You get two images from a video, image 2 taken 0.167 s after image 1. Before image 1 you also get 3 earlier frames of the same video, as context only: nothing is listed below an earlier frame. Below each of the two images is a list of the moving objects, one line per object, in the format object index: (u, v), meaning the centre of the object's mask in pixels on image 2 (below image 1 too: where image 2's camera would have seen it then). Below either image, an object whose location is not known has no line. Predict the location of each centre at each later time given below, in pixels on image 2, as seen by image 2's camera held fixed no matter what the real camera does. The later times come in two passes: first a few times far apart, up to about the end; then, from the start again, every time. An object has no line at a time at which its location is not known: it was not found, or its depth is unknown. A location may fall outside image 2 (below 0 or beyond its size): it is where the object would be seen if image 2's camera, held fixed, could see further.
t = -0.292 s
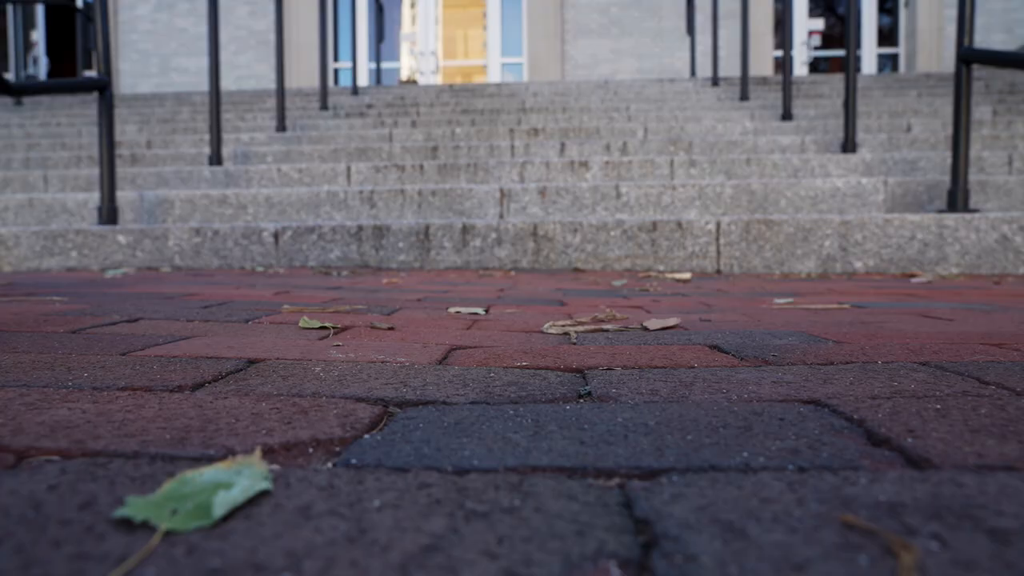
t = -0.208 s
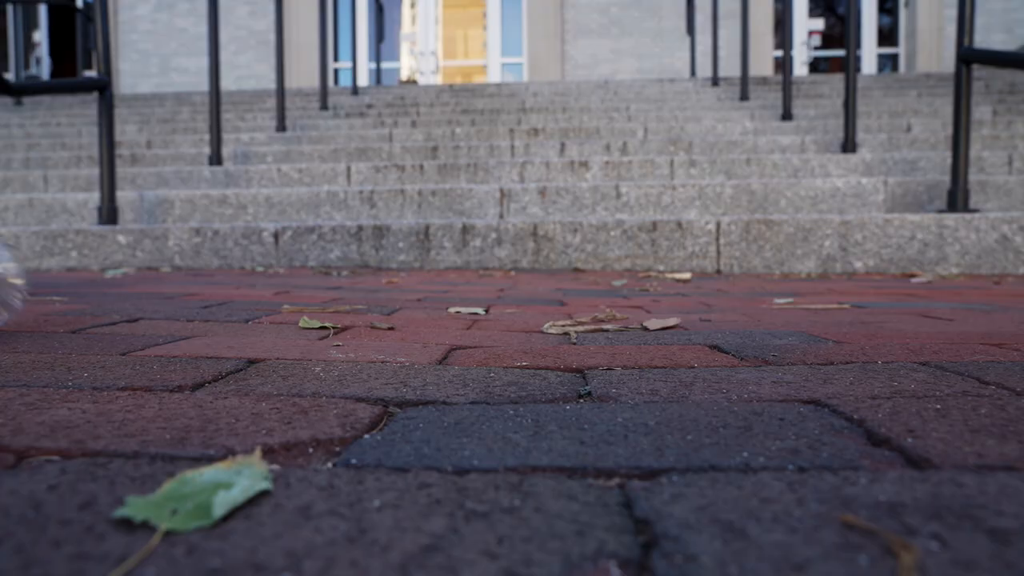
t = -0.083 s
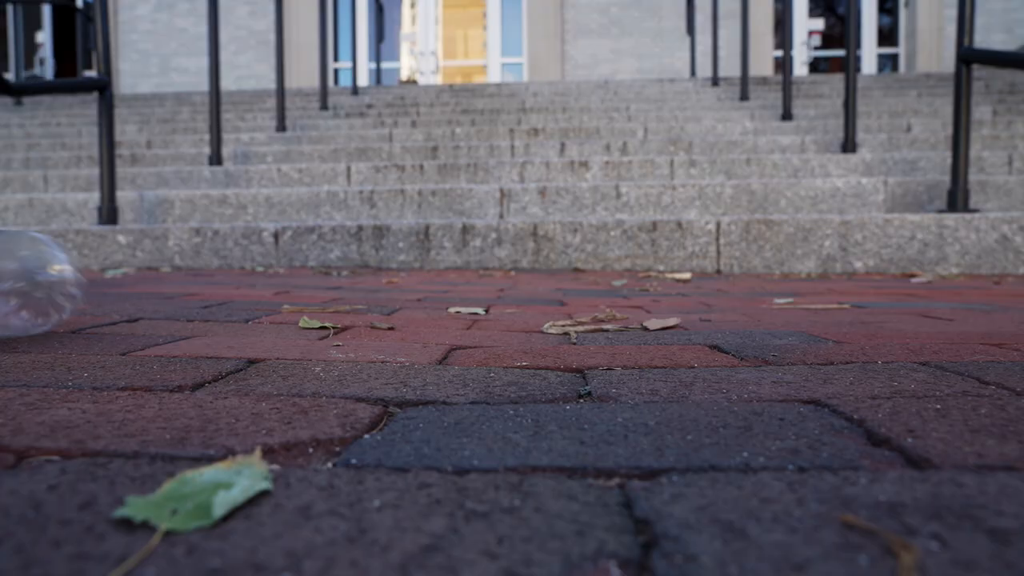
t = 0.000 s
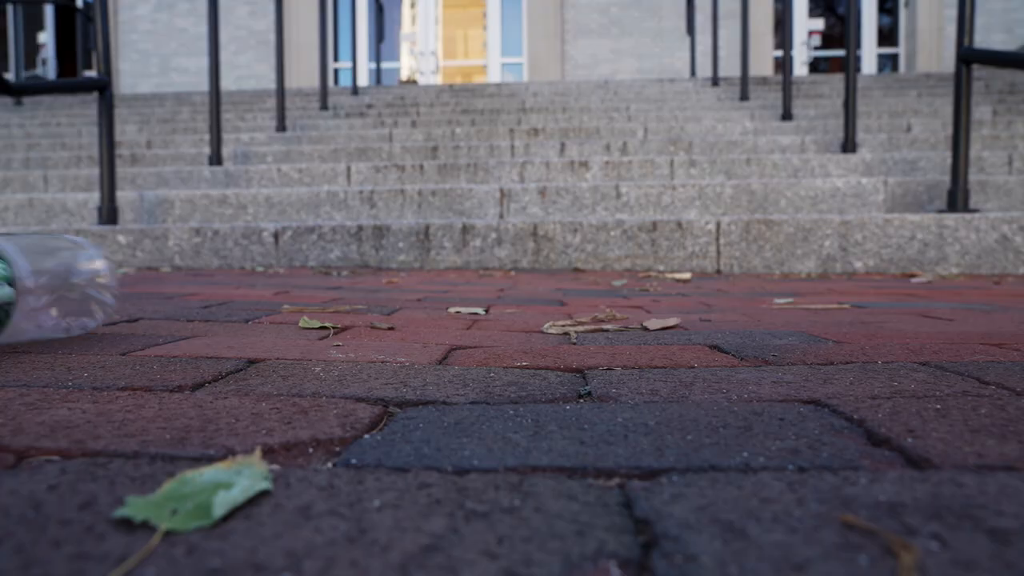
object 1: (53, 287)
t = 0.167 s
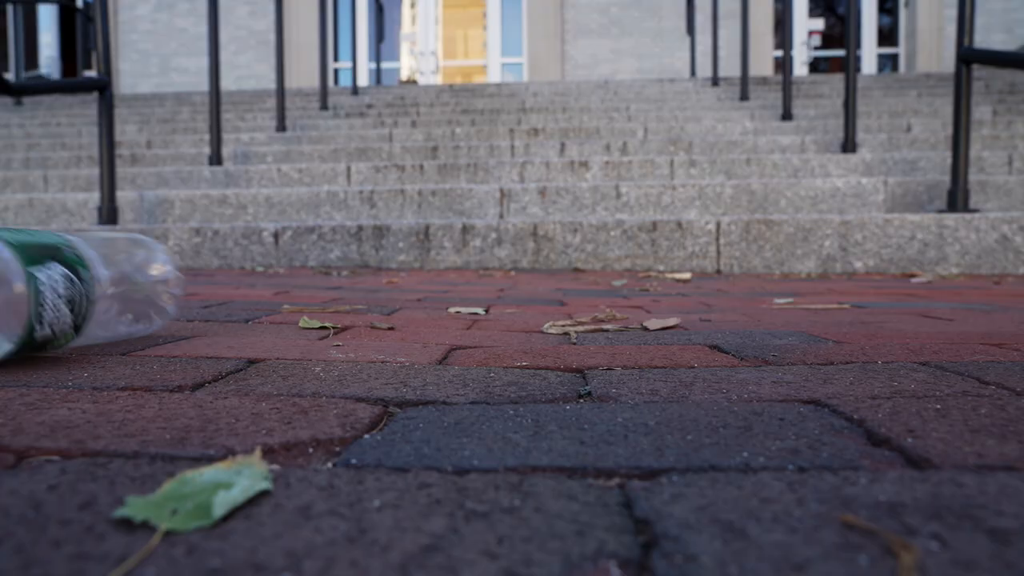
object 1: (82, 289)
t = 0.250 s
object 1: (96, 292)
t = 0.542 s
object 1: (164, 301)
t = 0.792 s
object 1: (275, 309)
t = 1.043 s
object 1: (387, 314)
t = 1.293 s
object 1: (524, 323)
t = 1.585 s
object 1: (695, 322)
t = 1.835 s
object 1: (806, 319)
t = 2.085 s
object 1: (883, 316)
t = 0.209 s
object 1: (89, 291)
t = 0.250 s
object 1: (96, 292)
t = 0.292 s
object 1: (103, 294)
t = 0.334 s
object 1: (109, 296)
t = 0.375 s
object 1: (116, 298)
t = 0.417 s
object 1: (125, 299)
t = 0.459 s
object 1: (136, 299)
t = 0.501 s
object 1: (150, 300)
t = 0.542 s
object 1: (164, 301)
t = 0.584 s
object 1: (183, 300)
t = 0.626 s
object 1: (203, 300)
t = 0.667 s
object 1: (221, 305)
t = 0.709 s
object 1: (240, 305)
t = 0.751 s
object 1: (257, 305)
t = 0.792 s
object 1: (275, 309)
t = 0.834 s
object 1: (292, 309)
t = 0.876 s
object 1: (311, 310)
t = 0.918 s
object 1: (329, 311)
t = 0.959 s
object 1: (347, 311)
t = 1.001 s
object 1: (367, 312)
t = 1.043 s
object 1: (387, 314)
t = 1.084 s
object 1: (409, 317)
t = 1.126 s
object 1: (431, 318)
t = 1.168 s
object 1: (453, 319)
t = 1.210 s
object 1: (476, 321)
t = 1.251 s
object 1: (499, 322)
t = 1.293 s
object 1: (524, 323)
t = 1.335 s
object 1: (550, 323)
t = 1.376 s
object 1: (575, 324)
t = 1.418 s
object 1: (601, 323)
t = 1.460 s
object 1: (626, 322)
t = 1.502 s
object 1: (650, 322)
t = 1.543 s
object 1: (673, 323)
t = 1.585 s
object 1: (695, 322)
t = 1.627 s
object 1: (716, 323)
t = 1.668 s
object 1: (735, 321)
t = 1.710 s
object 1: (754, 320)
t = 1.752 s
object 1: (772, 320)
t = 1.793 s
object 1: (790, 320)
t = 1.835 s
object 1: (806, 319)
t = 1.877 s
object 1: (821, 319)
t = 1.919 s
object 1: (835, 318)
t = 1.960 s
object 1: (849, 317)
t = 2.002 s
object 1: (861, 316)
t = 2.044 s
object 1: (872, 316)
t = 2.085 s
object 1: (883, 316)
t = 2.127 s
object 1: (892, 315)
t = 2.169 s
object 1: (898, 314)
